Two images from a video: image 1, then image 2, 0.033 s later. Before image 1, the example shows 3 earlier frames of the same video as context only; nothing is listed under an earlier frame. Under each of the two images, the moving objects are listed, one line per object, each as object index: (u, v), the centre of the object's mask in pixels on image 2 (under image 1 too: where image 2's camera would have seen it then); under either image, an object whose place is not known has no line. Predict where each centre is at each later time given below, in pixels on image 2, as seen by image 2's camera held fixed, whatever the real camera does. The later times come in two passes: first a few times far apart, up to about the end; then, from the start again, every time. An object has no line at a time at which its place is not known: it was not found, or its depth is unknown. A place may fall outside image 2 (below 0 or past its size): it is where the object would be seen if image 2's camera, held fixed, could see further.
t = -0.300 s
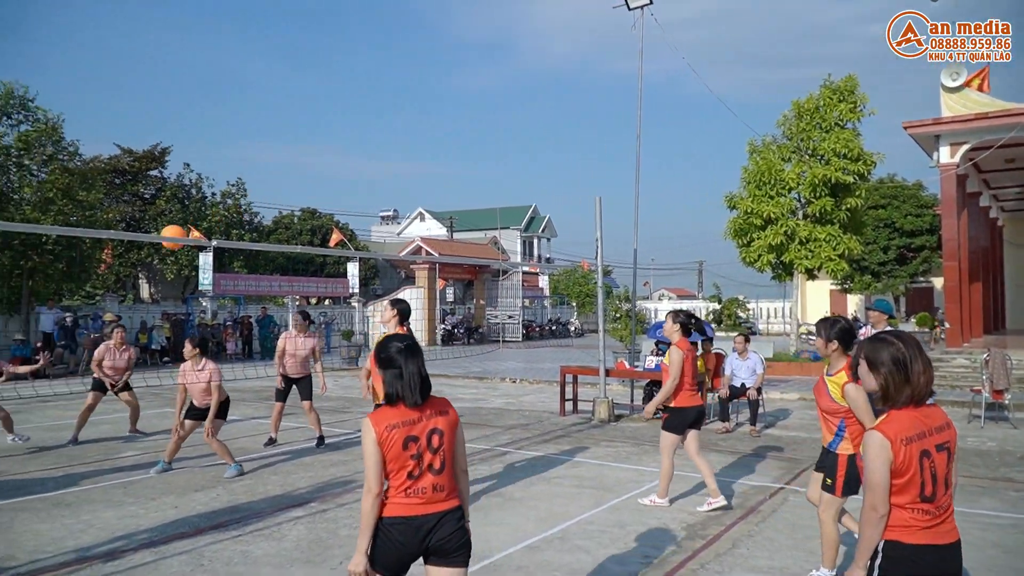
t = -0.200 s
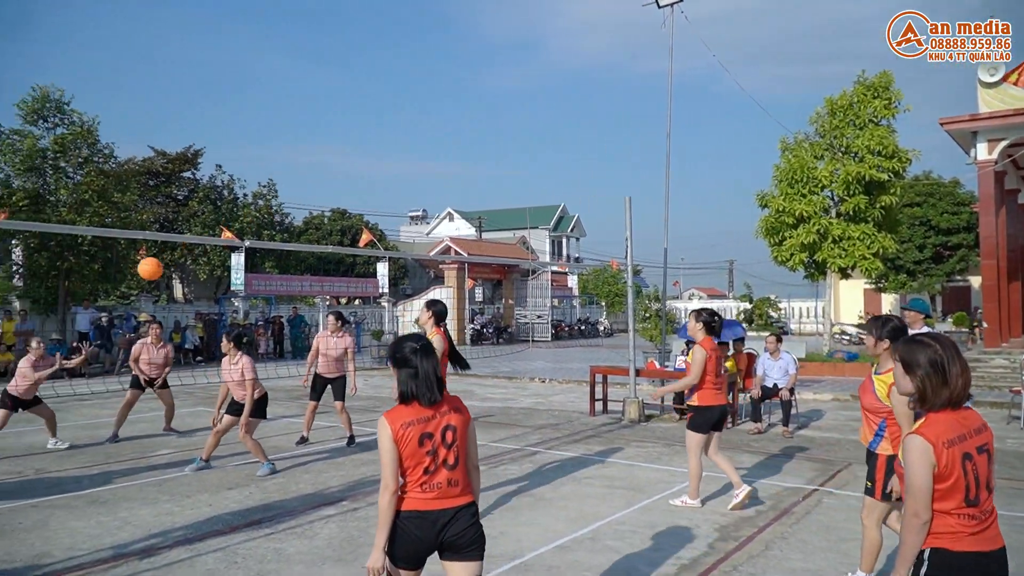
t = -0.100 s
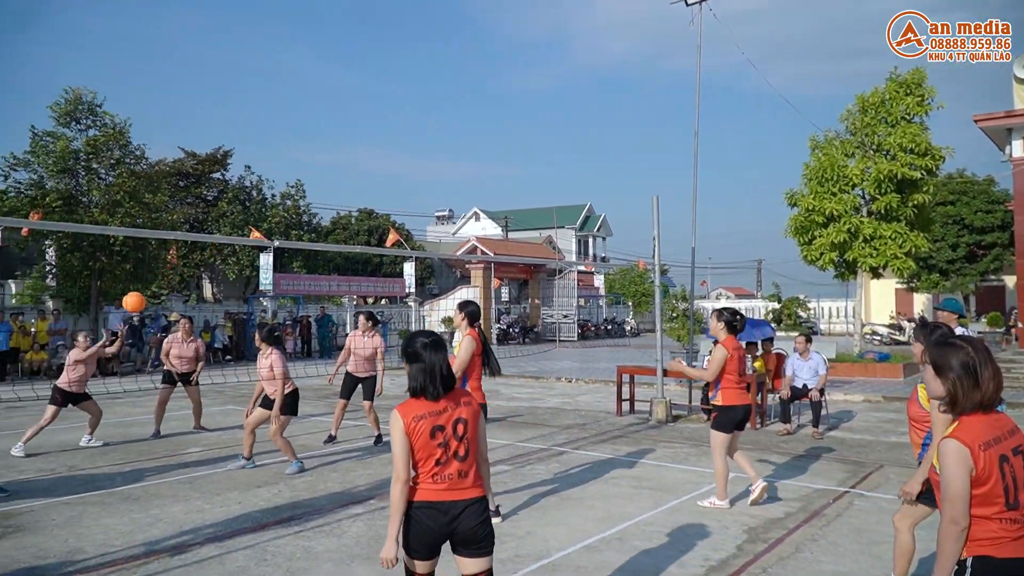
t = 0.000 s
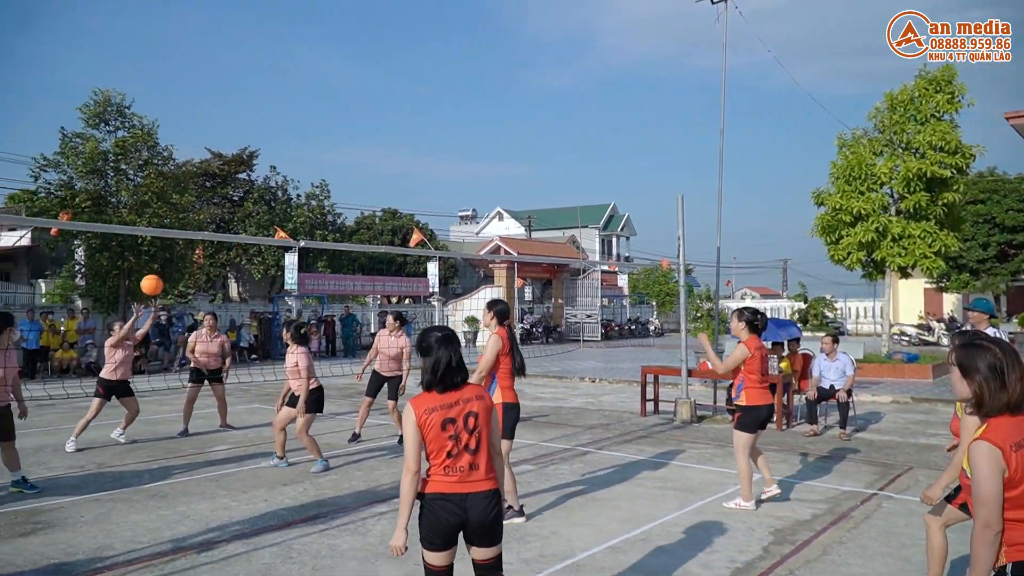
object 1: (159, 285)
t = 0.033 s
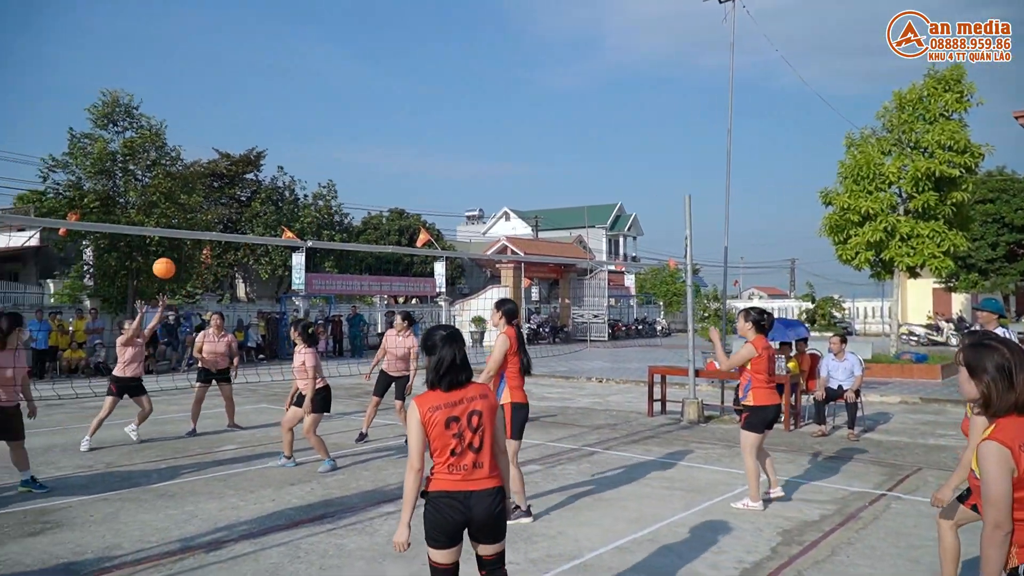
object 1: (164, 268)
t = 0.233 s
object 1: (193, 186)
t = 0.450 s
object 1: (224, 137)
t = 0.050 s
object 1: (166, 260)
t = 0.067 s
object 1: (169, 252)
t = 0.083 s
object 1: (171, 245)
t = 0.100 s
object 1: (174, 241)
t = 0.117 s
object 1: (176, 225)
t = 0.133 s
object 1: (179, 222)
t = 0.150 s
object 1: (181, 216)
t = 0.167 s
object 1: (184, 210)
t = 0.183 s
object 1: (186, 203)
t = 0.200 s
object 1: (188, 197)
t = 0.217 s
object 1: (191, 191)
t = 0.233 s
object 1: (193, 186)
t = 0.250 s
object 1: (195, 180)
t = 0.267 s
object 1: (198, 175)
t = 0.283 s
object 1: (200, 171)
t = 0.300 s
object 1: (202, 166)
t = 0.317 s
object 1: (205, 162)
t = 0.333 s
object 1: (207, 158)
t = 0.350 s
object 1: (209, 154)
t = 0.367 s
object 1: (212, 151)
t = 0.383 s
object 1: (214, 147)
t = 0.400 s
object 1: (217, 144)
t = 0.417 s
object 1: (219, 141)
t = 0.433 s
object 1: (221, 139)
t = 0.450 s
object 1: (224, 137)
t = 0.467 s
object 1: (226, 134)
